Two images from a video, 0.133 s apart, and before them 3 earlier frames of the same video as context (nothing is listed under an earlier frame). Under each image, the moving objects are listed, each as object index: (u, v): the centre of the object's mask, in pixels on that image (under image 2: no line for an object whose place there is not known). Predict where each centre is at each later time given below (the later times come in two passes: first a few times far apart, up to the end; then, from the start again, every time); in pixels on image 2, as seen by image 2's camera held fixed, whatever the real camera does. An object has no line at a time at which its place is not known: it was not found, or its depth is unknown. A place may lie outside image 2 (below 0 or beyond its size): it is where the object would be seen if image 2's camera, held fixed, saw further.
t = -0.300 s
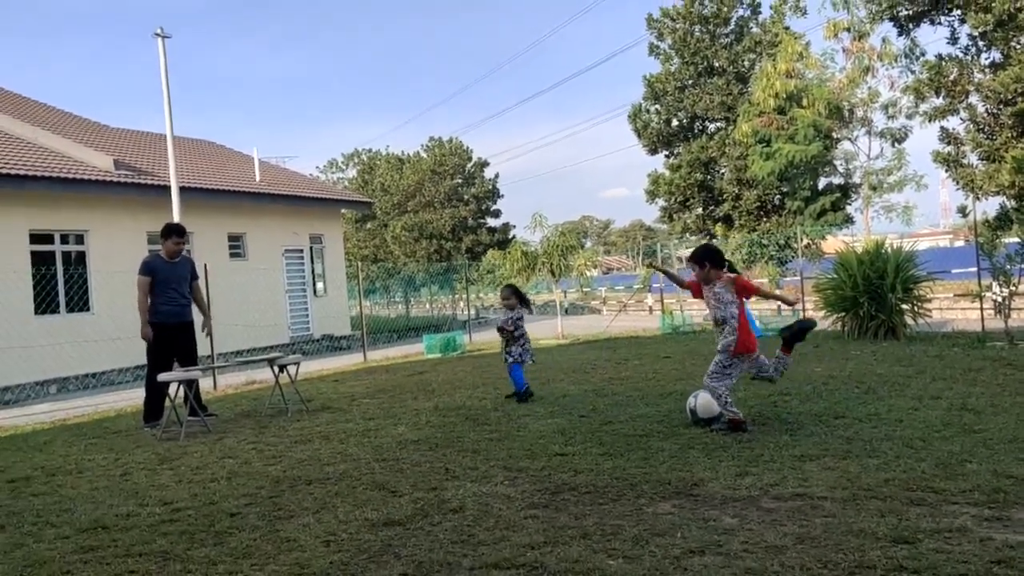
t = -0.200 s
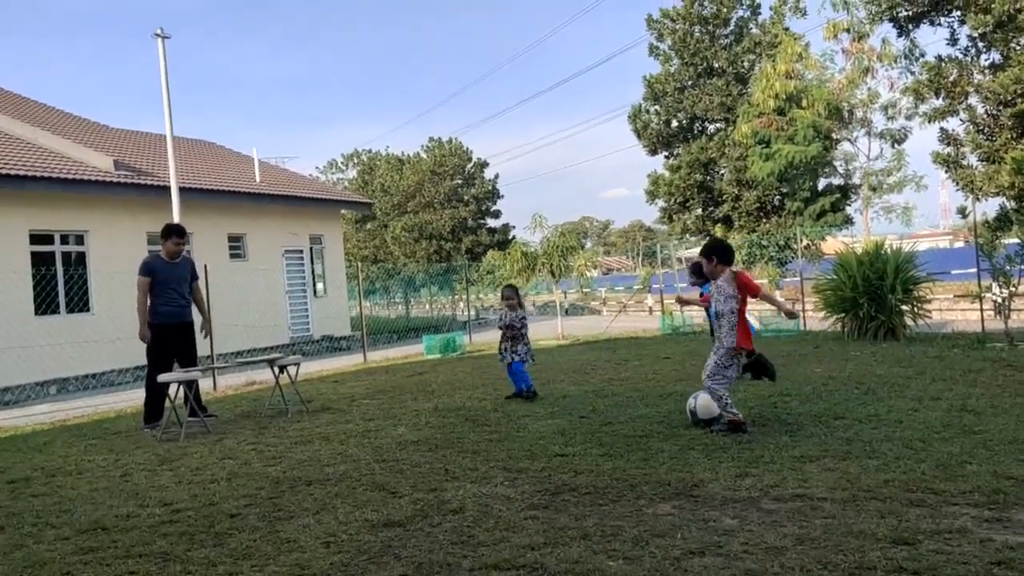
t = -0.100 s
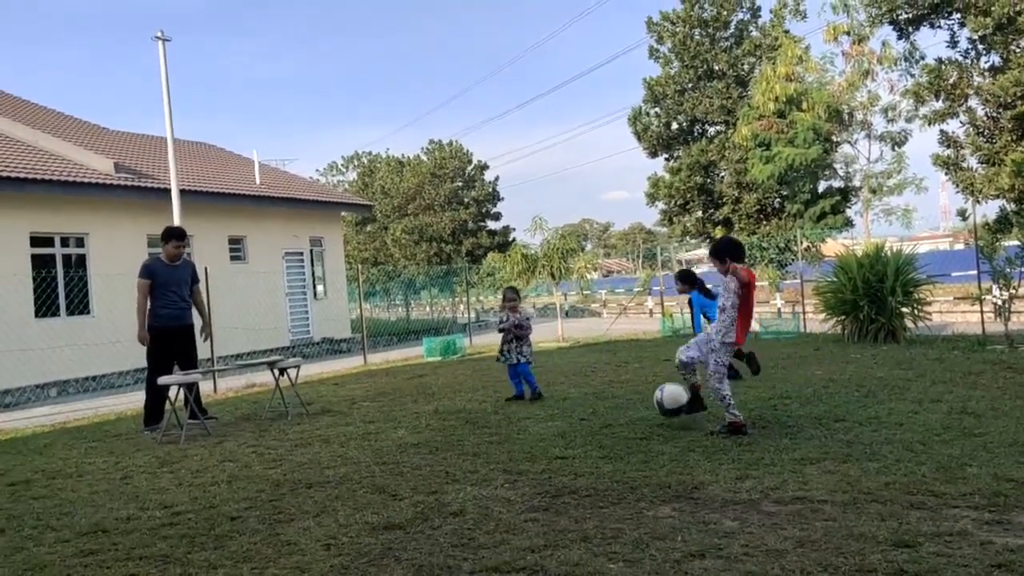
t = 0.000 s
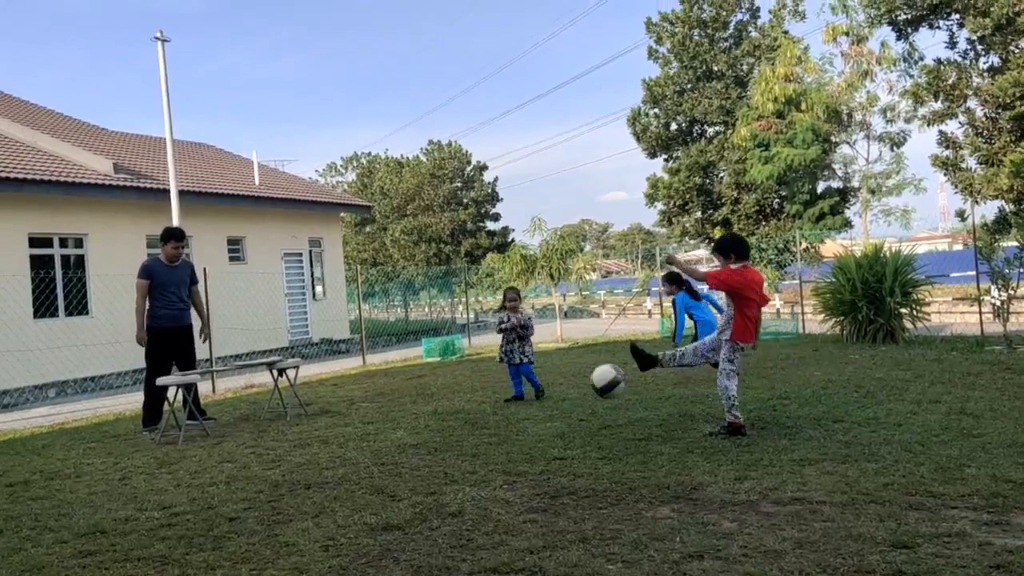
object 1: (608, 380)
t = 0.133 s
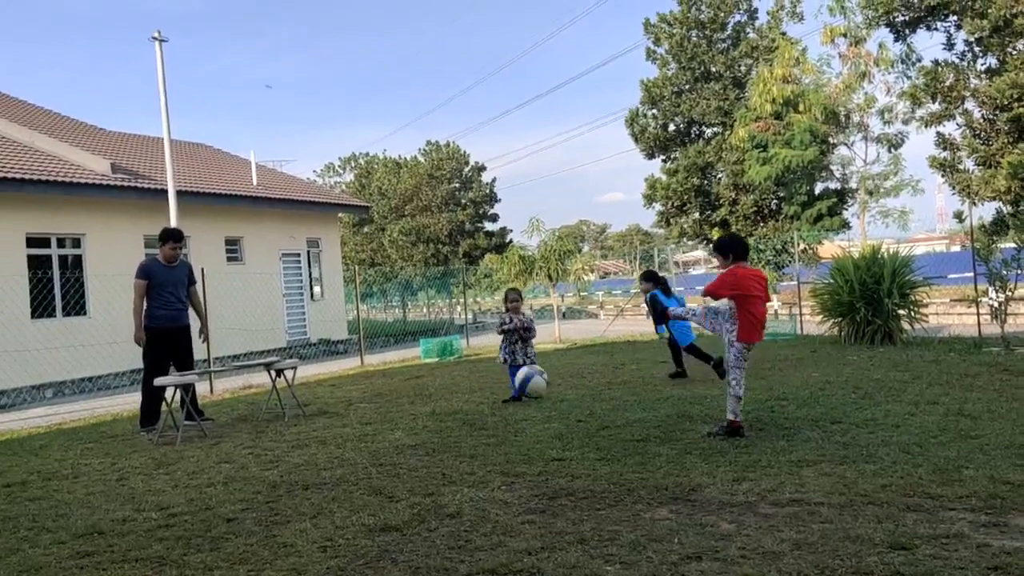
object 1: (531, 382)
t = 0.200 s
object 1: (497, 391)
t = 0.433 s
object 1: (409, 401)
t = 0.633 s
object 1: (351, 413)
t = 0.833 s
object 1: (294, 416)
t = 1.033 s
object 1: (243, 419)
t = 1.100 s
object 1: (227, 416)
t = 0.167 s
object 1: (514, 386)
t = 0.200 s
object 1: (497, 391)
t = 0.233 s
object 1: (481, 398)
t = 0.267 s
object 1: (465, 407)
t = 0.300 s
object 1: (451, 413)
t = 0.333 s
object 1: (440, 408)
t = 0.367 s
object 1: (429, 403)
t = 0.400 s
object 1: (419, 402)
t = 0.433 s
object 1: (409, 401)
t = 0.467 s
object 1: (399, 402)
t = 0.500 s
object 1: (390, 406)
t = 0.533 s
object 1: (380, 410)
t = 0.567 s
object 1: (371, 415)
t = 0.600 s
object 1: (361, 415)
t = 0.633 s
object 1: (351, 413)
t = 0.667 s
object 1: (342, 413)
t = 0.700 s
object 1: (331, 415)
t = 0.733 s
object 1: (322, 417)
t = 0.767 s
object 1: (313, 415)
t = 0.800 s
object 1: (303, 415)
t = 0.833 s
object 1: (294, 416)
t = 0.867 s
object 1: (285, 417)
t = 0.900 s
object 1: (276, 415)
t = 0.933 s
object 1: (268, 415)
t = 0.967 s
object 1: (260, 416)
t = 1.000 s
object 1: (251, 417)
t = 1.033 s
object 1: (243, 419)
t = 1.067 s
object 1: (235, 417)
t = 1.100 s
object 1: (227, 416)
